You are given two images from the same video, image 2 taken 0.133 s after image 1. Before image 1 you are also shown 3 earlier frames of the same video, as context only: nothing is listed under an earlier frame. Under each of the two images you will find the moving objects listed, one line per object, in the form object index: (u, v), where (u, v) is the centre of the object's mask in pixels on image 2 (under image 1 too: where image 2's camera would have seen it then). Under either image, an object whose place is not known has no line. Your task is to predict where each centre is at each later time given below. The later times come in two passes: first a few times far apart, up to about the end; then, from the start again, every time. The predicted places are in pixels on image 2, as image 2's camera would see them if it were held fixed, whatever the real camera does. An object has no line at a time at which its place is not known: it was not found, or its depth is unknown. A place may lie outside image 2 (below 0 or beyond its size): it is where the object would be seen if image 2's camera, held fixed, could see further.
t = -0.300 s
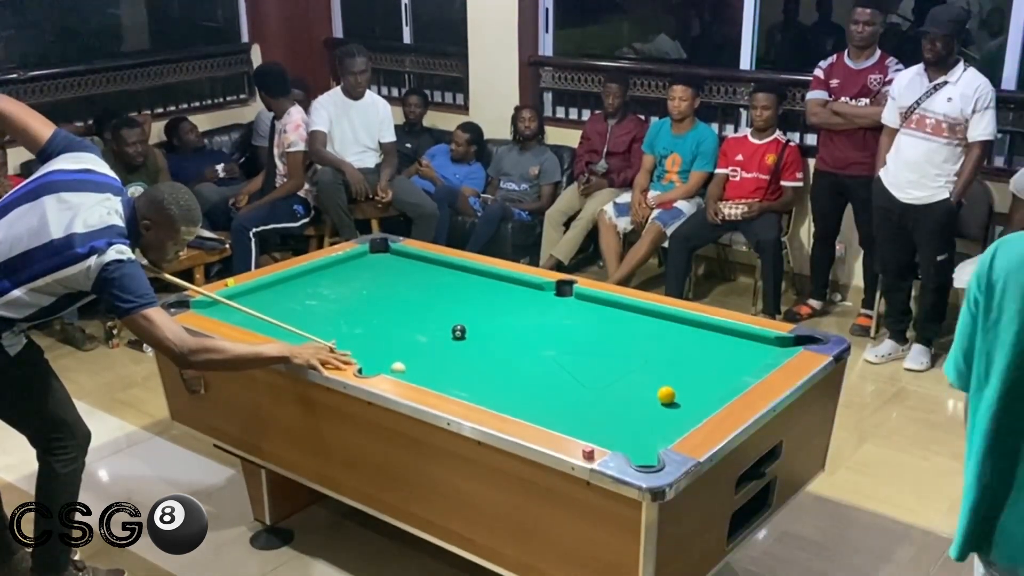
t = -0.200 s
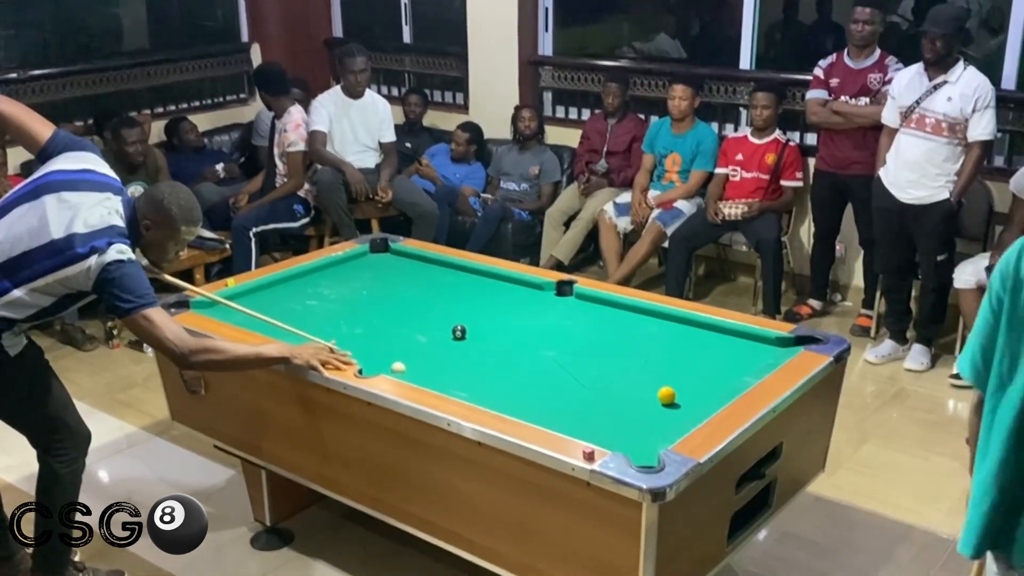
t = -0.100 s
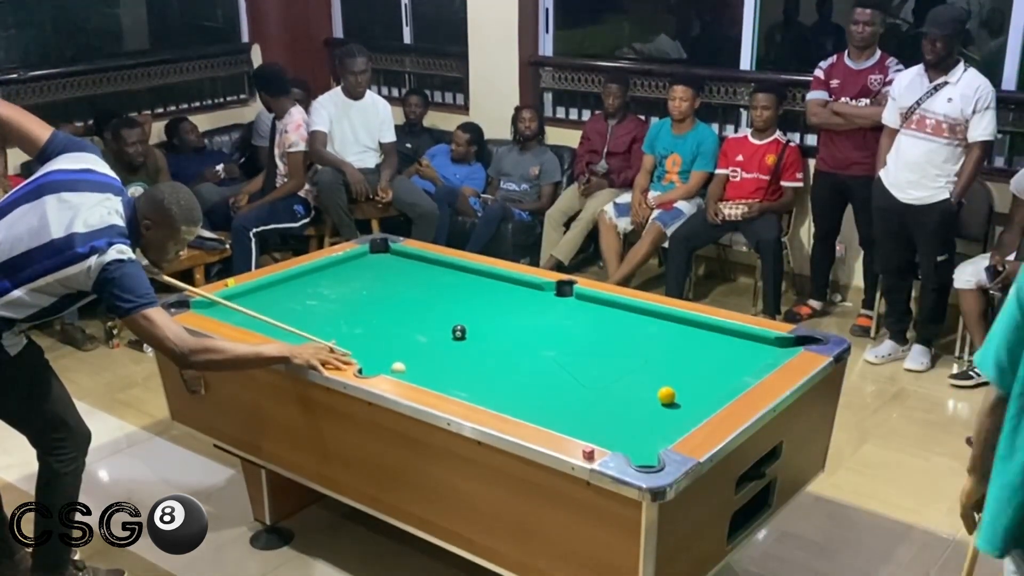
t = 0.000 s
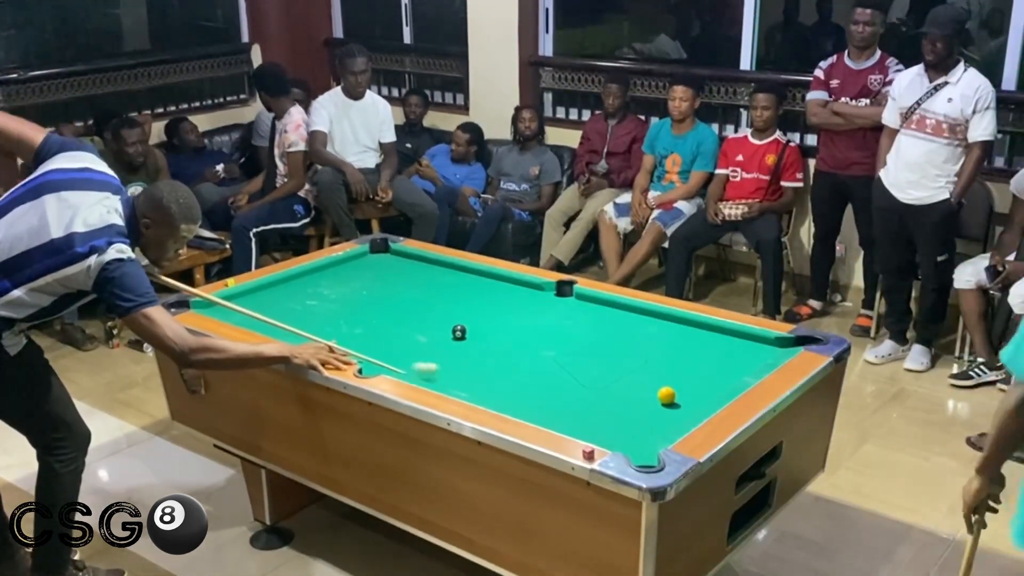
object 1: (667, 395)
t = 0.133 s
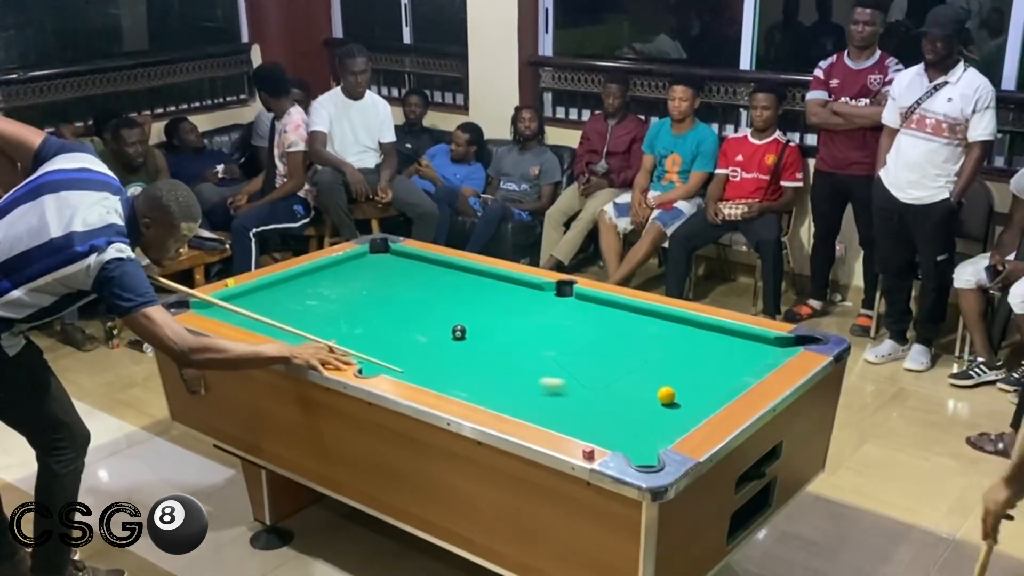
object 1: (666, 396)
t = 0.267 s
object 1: (688, 395)
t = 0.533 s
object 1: (664, 366)
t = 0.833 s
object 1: (616, 336)
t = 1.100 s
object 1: (579, 314)
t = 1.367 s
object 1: (547, 295)
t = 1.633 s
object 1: (509, 283)
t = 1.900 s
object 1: (467, 279)
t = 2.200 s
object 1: (422, 273)
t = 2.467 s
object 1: (387, 268)
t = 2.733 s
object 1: (354, 264)
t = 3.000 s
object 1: (343, 266)
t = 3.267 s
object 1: (347, 273)
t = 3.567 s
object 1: (351, 279)
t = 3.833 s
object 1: (355, 285)
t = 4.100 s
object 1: (359, 290)
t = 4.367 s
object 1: (362, 294)
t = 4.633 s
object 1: (365, 298)
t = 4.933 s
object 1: (368, 301)
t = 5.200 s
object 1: (370, 303)
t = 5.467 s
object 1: (371, 305)
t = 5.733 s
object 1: (373, 306)
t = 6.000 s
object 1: (373, 306)
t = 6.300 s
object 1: (373, 306)
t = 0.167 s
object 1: (666, 395)
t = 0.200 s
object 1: (666, 395)
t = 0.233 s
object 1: (667, 395)
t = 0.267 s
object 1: (688, 395)
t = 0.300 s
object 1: (710, 393)
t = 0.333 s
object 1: (707, 391)
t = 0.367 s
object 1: (698, 386)
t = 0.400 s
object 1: (690, 381)
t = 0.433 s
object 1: (683, 377)
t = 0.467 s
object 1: (677, 373)
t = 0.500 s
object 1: (670, 369)
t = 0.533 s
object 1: (664, 366)
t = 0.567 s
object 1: (659, 362)
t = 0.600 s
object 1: (653, 359)
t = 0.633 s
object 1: (647, 355)
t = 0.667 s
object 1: (642, 351)
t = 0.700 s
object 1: (636, 348)
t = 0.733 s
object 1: (631, 345)
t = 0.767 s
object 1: (626, 343)
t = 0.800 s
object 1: (621, 340)
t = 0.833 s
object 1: (616, 336)
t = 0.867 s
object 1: (611, 334)
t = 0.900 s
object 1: (606, 331)
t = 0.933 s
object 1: (602, 328)
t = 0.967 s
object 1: (597, 325)
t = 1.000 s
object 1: (592, 322)
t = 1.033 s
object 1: (588, 320)
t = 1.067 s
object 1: (583, 317)
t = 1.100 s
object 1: (579, 314)
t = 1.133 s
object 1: (574, 311)
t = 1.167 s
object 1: (570, 309)
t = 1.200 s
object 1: (567, 307)
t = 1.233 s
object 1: (563, 305)
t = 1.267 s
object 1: (558, 302)
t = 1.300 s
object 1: (554, 300)
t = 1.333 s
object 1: (551, 297)
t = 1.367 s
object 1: (547, 295)
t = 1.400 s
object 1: (543, 293)
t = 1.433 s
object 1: (539, 290)
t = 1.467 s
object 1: (536, 288)
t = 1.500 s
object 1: (532, 286)
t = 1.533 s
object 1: (526, 285)
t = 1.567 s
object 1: (520, 285)
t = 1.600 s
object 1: (515, 284)
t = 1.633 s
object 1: (509, 283)
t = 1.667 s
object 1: (504, 283)
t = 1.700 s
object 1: (498, 282)
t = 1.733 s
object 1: (493, 282)
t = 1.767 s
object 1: (487, 281)
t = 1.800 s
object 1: (482, 281)
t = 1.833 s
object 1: (477, 280)
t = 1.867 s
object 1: (472, 279)
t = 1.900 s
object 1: (467, 279)
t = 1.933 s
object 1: (462, 278)
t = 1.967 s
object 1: (457, 277)
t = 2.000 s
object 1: (451, 277)
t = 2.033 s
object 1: (447, 276)
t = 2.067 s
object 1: (442, 275)
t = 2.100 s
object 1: (437, 275)
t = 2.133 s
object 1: (432, 274)
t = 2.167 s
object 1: (427, 274)
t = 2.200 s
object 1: (422, 273)
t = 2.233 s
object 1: (418, 273)
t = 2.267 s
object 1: (413, 272)
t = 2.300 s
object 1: (409, 272)
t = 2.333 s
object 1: (404, 271)
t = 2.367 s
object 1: (400, 271)
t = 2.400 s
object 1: (395, 270)
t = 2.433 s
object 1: (391, 269)
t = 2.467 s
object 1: (387, 268)
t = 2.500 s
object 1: (382, 268)
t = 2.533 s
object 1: (378, 267)
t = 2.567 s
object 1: (374, 267)
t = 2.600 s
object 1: (370, 267)
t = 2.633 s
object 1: (366, 266)
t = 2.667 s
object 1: (361, 265)
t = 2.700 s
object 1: (358, 265)
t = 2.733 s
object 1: (354, 264)
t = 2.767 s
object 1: (349, 264)
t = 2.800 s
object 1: (346, 263)
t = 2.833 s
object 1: (342, 263)
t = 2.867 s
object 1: (341, 263)
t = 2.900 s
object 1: (342, 264)
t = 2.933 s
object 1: (342, 265)
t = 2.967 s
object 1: (342, 265)
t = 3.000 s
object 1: (343, 266)
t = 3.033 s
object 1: (344, 267)
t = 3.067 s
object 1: (344, 268)
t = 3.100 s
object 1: (344, 269)
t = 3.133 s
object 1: (345, 270)
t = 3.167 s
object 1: (345, 271)
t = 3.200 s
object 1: (346, 271)
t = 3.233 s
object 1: (346, 272)
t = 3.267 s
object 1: (347, 273)
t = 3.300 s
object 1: (347, 273)
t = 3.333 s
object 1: (348, 274)
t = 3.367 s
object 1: (348, 275)
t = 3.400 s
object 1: (349, 276)
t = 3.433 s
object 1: (349, 276)
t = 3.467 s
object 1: (349, 277)
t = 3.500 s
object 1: (350, 278)
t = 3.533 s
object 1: (350, 279)
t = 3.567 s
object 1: (351, 279)
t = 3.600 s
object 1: (351, 280)
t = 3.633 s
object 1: (352, 281)
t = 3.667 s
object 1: (353, 282)
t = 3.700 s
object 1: (353, 282)
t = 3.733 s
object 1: (354, 283)
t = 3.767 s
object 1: (354, 284)
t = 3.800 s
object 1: (355, 284)
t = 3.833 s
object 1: (355, 285)
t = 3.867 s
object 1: (355, 286)
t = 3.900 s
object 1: (356, 286)
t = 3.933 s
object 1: (356, 287)
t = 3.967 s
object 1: (357, 287)
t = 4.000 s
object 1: (357, 288)
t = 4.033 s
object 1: (358, 289)
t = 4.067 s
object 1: (358, 289)
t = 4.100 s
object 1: (359, 290)
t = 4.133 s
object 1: (359, 290)
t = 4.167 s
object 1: (360, 291)
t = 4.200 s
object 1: (360, 291)
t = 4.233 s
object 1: (361, 292)
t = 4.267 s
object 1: (361, 292)
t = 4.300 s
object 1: (361, 293)
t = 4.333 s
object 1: (362, 294)
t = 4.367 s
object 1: (362, 294)
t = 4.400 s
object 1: (362, 294)
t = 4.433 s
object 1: (363, 295)
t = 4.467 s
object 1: (363, 295)
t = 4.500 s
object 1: (364, 296)
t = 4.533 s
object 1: (364, 296)
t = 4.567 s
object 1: (365, 297)
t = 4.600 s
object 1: (365, 297)
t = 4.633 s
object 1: (365, 298)
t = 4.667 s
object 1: (365, 298)
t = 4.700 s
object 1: (366, 298)
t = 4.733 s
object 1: (366, 299)
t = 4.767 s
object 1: (366, 299)
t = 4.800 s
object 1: (367, 300)
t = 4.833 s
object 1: (367, 300)
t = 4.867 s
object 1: (367, 300)
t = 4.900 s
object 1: (368, 301)
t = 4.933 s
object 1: (368, 301)
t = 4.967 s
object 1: (368, 301)
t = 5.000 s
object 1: (368, 302)
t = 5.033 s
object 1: (369, 302)
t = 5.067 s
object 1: (369, 302)
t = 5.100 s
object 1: (369, 303)
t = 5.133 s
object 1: (369, 303)
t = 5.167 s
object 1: (370, 303)
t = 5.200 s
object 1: (370, 303)
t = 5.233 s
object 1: (370, 303)
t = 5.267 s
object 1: (370, 303)
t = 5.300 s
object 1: (371, 303)
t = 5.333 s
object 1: (371, 304)
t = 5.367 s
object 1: (371, 304)
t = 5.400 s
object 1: (371, 304)
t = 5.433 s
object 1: (371, 304)
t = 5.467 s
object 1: (371, 305)
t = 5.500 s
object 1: (372, 305)
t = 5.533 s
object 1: (372, 305)
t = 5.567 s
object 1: (372, 306)
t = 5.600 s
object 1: (372, 306)
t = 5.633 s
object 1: (372, 306)
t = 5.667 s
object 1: (372, 306)
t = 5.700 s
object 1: (372, 306)
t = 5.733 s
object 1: (373, 306)
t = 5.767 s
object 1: (373, 306)
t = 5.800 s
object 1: (373, 306)
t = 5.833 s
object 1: (373, 306)
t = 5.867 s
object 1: (373, 306)
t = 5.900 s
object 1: (373, 306)
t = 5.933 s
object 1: (373, 306)
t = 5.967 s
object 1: (373, 306)
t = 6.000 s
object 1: (373, 306)
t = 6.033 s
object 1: (373, 306)
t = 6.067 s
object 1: (373, 306)
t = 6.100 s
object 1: (373, 306)
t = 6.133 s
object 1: (373, 306)
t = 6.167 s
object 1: (373, 306)
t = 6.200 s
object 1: (373, 306)
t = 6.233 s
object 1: (373, 306)
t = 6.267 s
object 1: (373, 306)
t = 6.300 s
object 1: (373, 306)
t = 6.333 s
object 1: (373, 306)
